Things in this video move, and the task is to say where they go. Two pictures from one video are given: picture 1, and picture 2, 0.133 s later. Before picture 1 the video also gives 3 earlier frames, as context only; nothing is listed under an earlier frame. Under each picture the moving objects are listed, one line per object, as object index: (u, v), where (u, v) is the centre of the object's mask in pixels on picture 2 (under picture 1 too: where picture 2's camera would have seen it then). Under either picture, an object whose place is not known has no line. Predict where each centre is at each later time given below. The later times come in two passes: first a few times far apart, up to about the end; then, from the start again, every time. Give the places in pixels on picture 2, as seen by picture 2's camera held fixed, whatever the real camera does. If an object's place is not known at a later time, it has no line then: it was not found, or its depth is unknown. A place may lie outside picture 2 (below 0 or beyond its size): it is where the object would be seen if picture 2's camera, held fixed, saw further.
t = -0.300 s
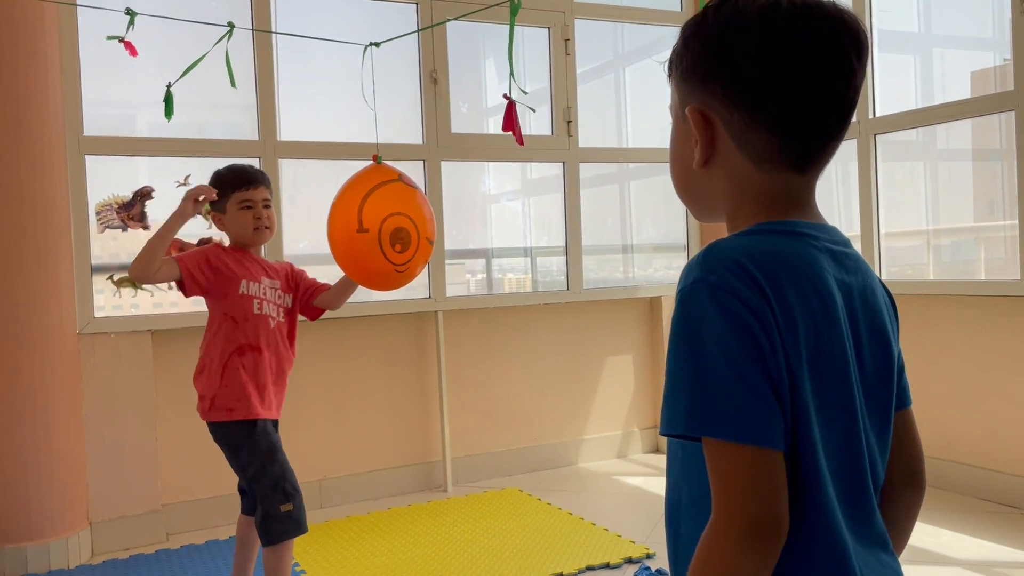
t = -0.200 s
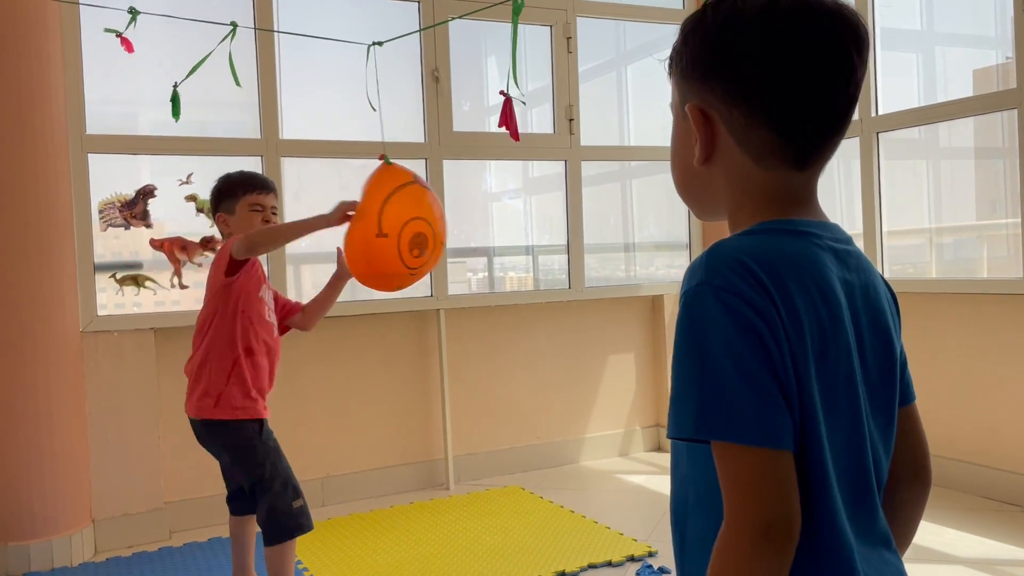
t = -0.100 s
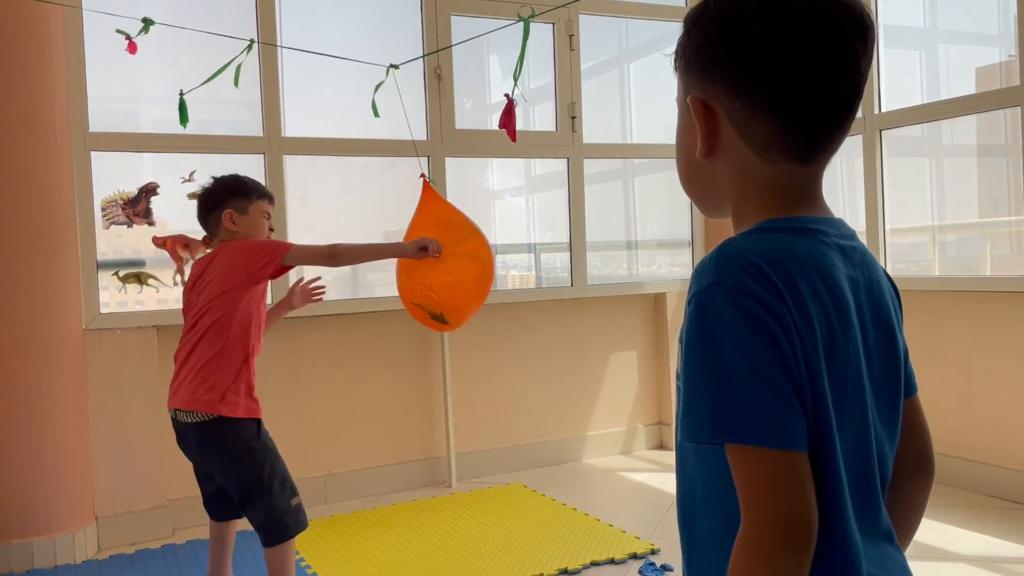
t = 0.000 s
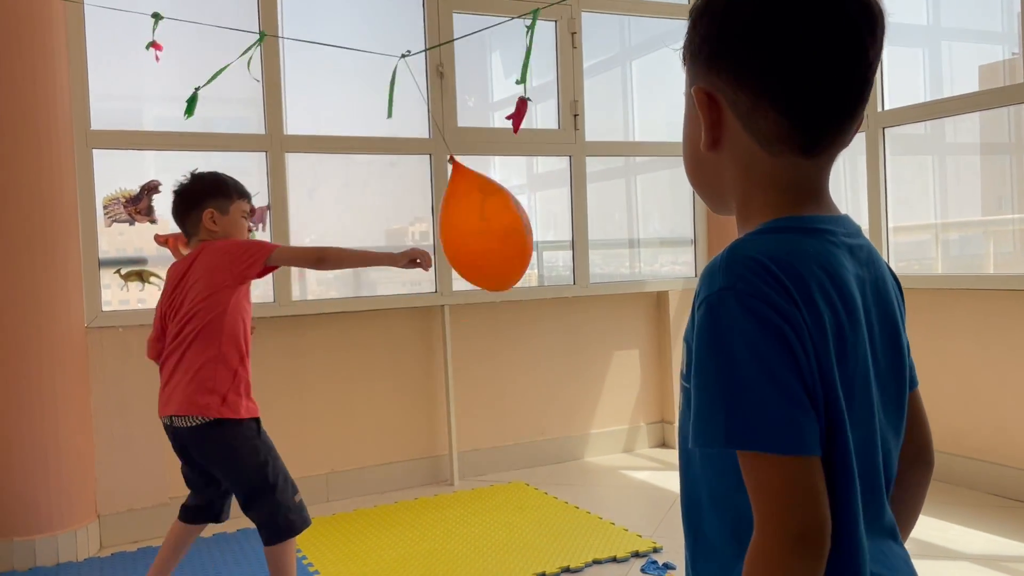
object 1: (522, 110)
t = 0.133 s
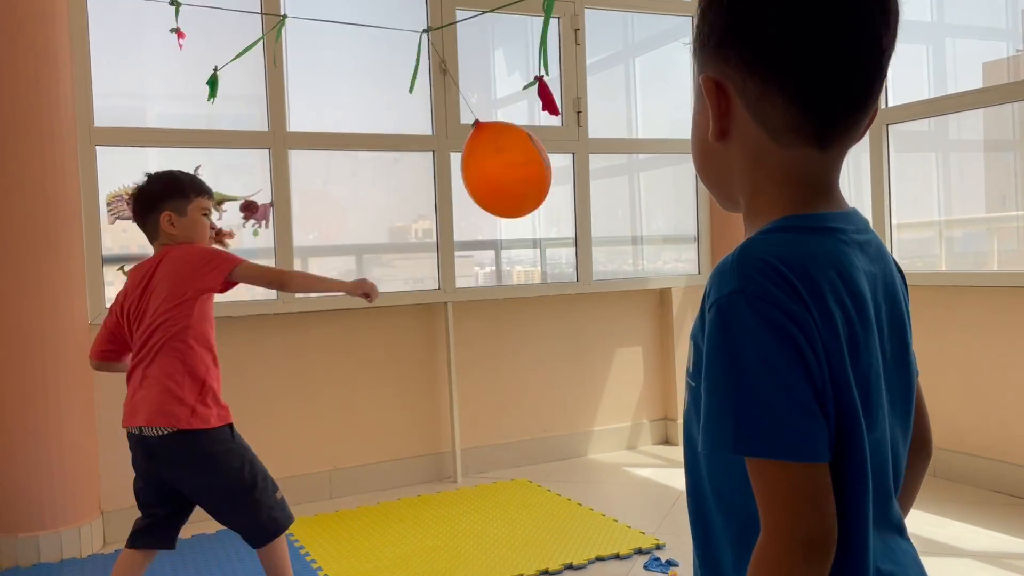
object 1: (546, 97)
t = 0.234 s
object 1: (559, 85)
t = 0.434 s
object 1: (583, 66)
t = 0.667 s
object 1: (581, 72)
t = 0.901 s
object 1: (559, 118)
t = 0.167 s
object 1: (551, 94)
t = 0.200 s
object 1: (555, 88)
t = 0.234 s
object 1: (559, 85)
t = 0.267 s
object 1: (564, 82)
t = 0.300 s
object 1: (569, 79)
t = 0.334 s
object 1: (574, 76)
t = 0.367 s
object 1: (578, 72)
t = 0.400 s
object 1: (581, 68)
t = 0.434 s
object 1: (583, 66)
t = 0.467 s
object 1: (585, 65)
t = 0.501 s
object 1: (585, 64)
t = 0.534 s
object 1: (584, 63)
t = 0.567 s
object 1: (584, 63)
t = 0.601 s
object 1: (583, 64)
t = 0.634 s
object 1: (582, 67)
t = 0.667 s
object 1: (581, 72)
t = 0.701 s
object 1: (580, 77)
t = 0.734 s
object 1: (578, 82)
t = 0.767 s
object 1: (575, 88)
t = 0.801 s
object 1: (571, 97)
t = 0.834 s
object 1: (569, 106)
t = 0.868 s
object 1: (564, 112)
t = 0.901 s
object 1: (559, 118)
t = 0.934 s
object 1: (553, 123)
